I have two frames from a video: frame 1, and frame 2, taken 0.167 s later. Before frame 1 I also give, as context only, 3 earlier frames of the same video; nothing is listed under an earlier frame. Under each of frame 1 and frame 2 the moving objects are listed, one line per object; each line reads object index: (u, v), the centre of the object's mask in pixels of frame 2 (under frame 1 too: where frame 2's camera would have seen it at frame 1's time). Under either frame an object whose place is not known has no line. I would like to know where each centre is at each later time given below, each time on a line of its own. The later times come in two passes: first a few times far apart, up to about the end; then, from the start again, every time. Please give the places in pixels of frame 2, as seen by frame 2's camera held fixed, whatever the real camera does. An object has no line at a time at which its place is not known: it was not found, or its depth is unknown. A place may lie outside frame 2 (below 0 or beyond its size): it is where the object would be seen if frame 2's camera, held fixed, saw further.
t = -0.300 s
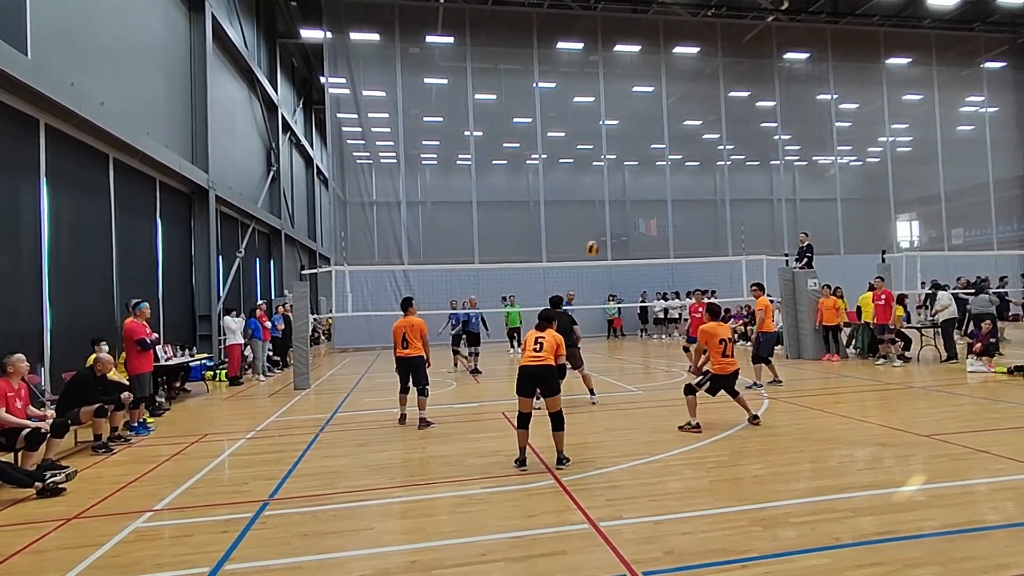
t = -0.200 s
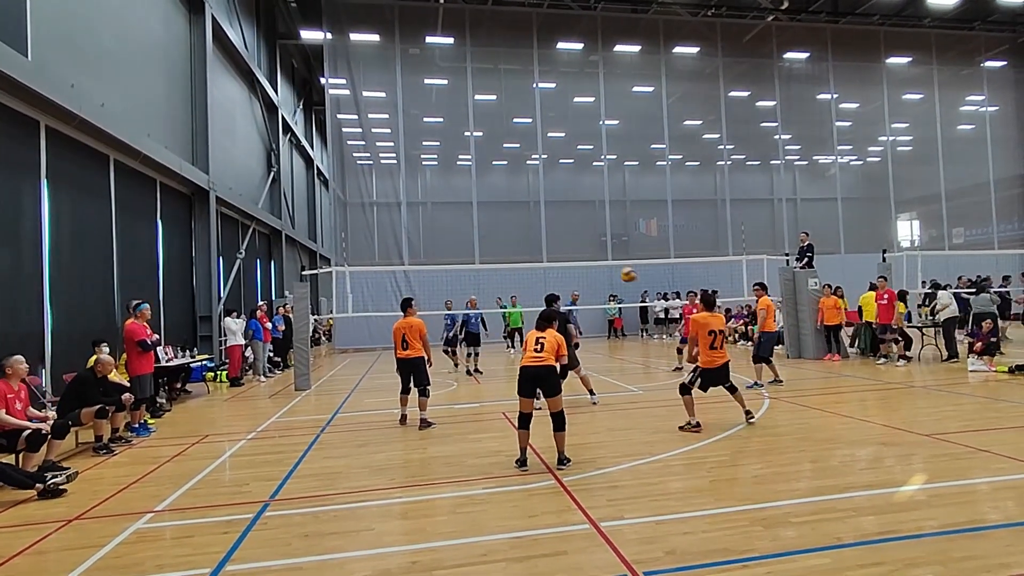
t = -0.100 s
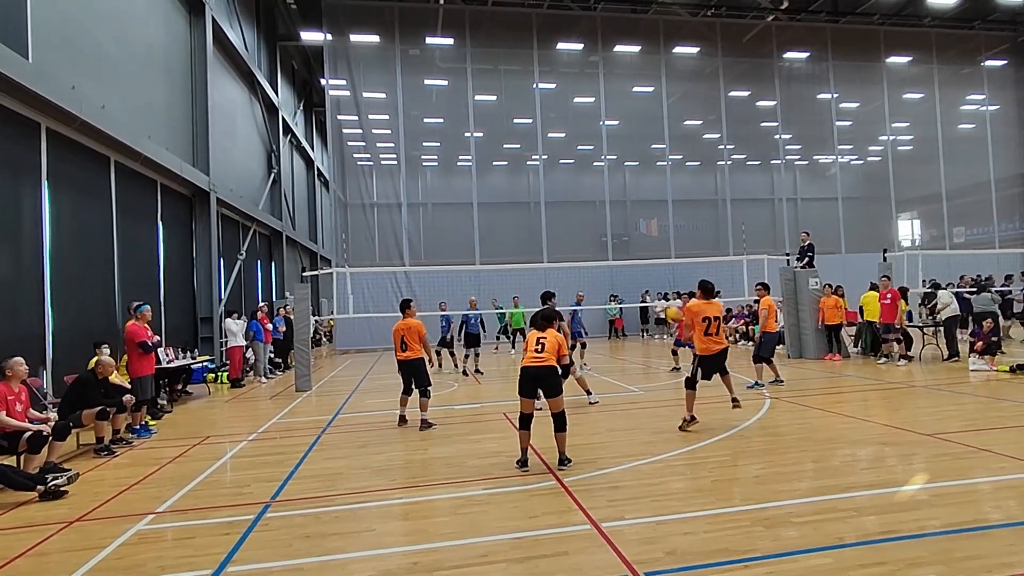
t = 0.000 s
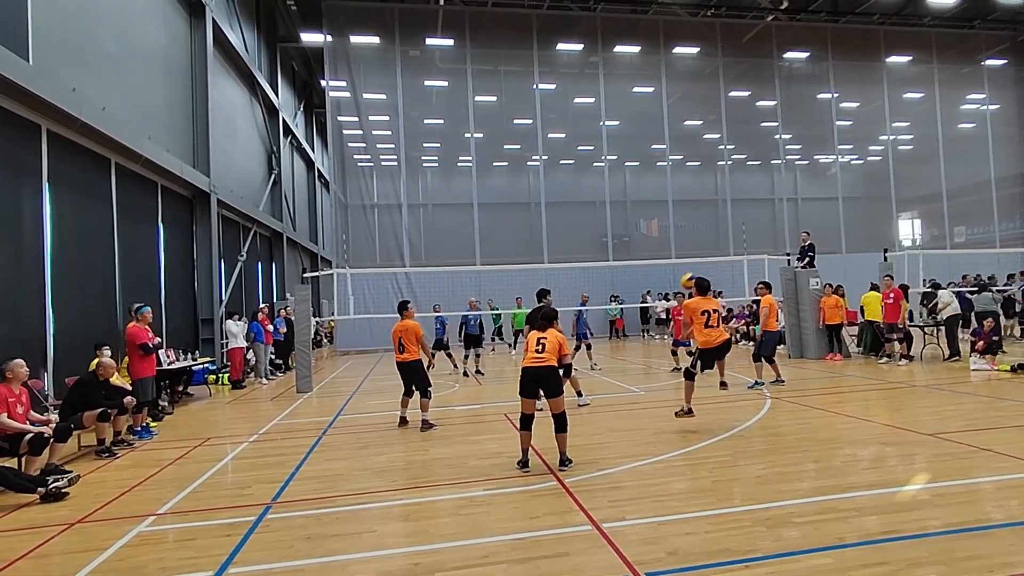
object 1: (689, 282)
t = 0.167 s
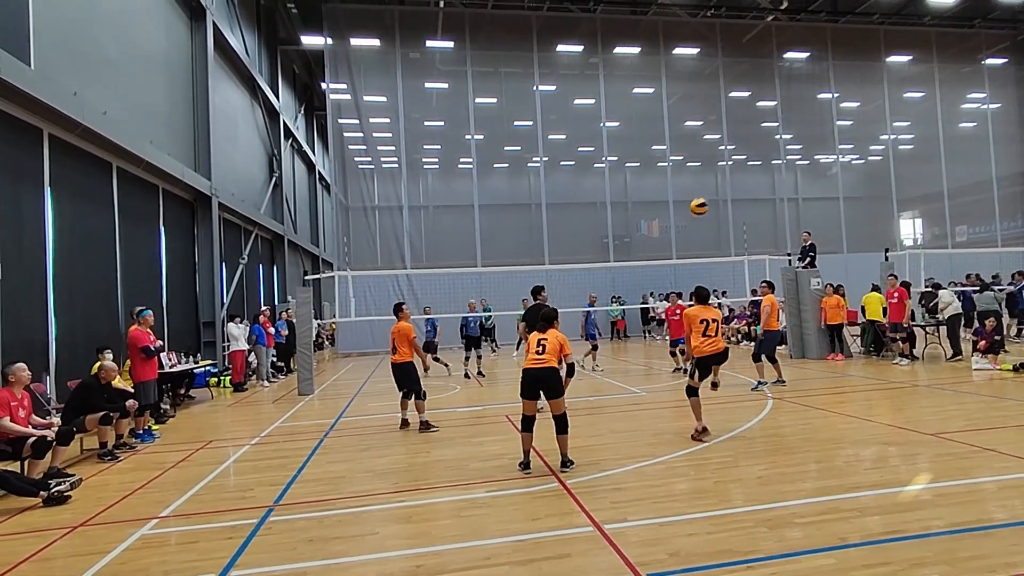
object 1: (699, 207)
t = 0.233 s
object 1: (703, 183)
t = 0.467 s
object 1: (719, 127)
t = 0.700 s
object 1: (737, 115)
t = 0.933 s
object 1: (758, 144)
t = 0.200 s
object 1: (701, 195)
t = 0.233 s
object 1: (703, 183)
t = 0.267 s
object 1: (705, 172)
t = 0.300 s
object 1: (708, 162)
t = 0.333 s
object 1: (709, 154)
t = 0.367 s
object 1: (711, 147)
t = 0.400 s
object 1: (714, 139)
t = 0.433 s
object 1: (716, 133)
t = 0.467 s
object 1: (719, 127)
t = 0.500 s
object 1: (722, 124)
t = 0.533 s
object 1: (724, 120)
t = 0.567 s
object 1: (727, 118)
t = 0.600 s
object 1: (729, 115)
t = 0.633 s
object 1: (732, 115)
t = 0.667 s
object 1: (735, 115)
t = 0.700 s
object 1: (737, 115)
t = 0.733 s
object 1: (740, 117)
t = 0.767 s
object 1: (743, 119)
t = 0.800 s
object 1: (746, 122)
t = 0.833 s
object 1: (749, 127)
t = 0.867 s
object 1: (752, 132)
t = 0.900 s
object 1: (755, 137)
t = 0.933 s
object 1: (758, 144)
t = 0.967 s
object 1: (761, 151)
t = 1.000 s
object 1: (764, 160)
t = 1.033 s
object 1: (767, 170)
